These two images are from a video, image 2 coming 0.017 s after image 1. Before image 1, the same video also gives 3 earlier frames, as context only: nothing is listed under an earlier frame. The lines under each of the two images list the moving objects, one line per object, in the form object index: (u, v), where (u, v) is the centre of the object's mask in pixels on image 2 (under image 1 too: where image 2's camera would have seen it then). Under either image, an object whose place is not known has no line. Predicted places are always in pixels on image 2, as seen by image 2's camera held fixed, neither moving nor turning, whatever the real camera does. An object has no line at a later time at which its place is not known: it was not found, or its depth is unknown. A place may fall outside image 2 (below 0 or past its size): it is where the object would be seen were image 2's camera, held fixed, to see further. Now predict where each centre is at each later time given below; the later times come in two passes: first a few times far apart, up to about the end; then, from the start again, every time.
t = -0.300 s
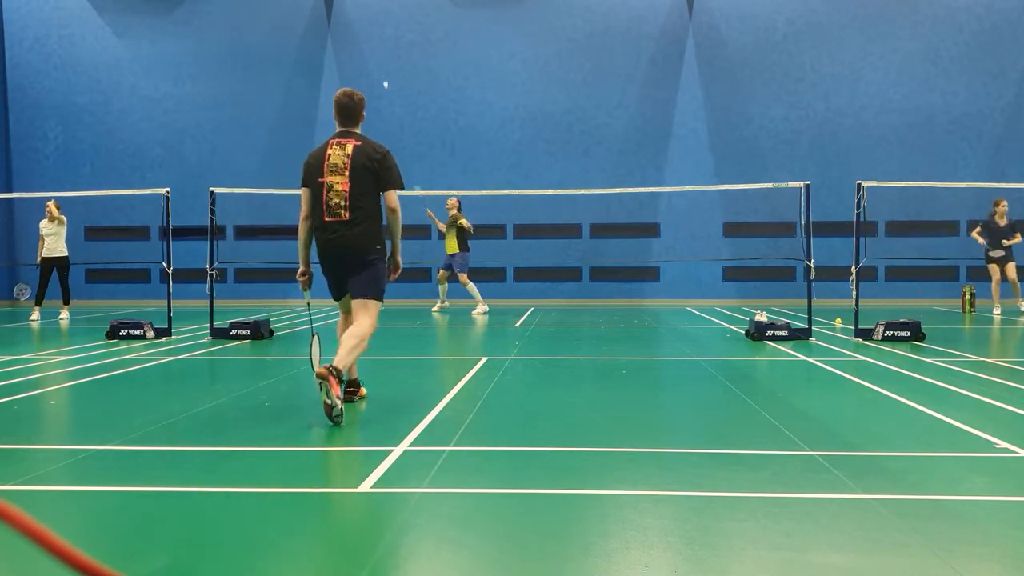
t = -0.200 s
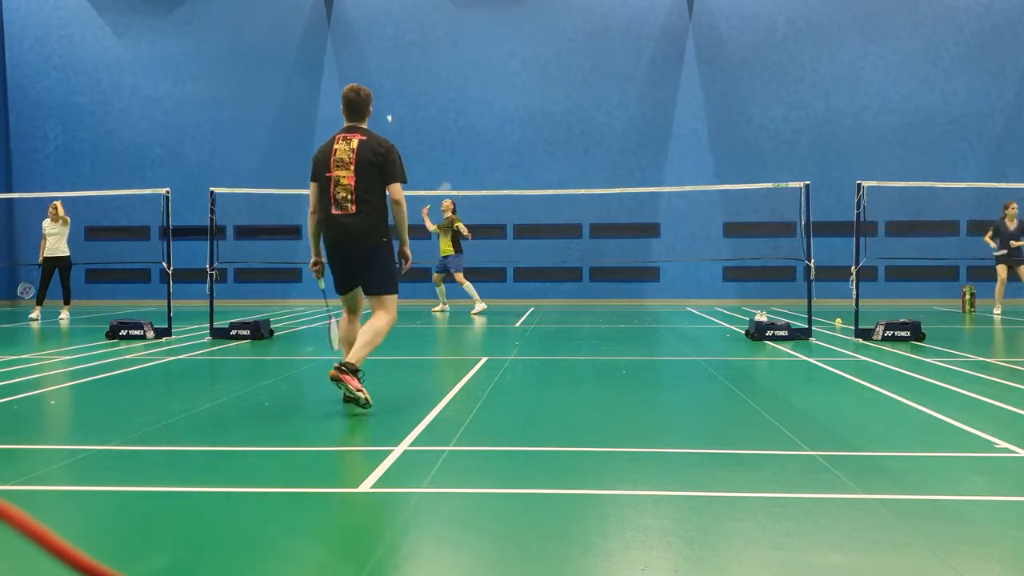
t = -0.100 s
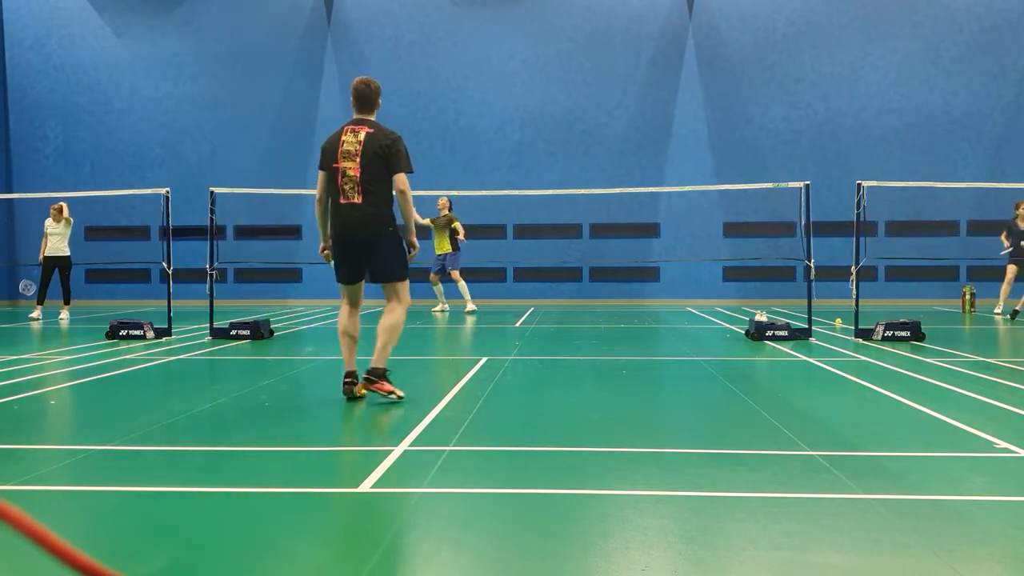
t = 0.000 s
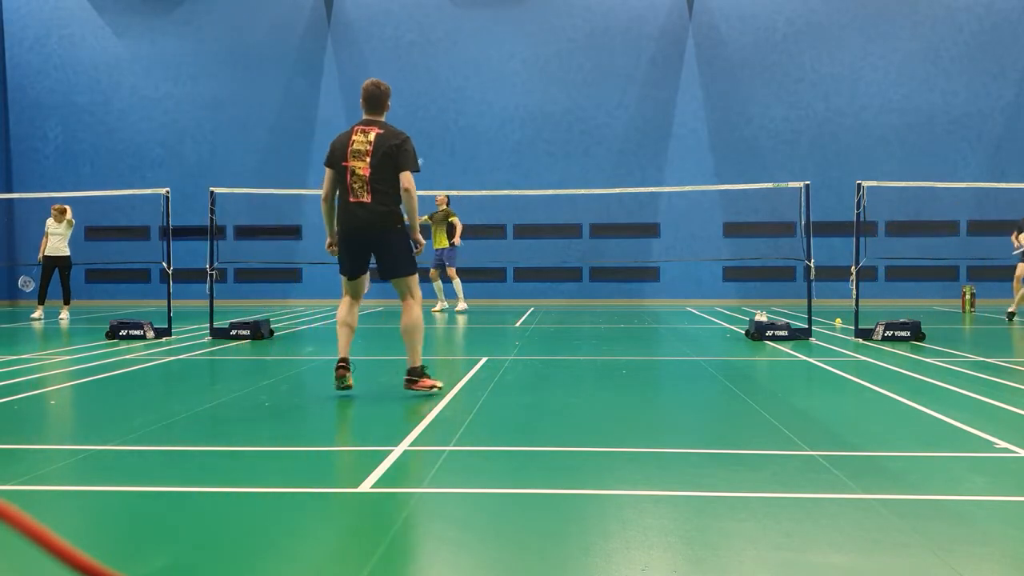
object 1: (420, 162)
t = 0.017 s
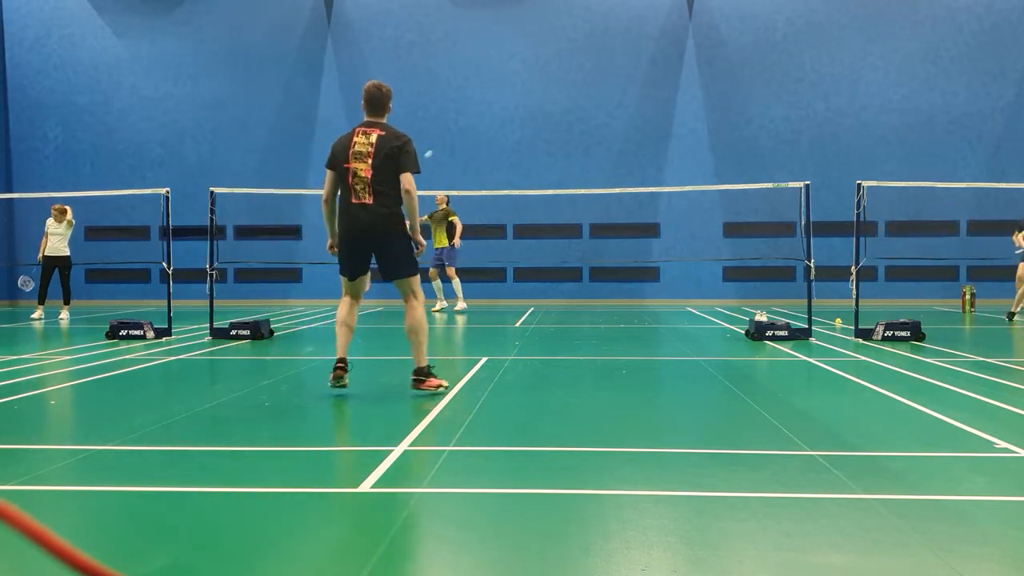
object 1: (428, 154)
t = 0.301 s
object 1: (543, 94)
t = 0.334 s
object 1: (554, 93)
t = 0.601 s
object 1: (631, 118)
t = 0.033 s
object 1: (436, 147)
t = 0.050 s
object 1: (444, 141)
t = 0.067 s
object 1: (452, 136)
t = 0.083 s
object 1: (460, 132)
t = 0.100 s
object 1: (468, 127)
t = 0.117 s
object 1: (475, 123)
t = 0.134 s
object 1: (483, 119)
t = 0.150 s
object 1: (489, 115)
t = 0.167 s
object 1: (496, 111)
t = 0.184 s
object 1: (502, 108)
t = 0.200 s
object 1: (508, 105)
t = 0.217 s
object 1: (515, 103)
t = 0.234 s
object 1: (521, 100)
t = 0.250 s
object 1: (526, 98)
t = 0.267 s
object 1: (532, 97)
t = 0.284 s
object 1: (538, 95)
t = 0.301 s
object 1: (543, 94)
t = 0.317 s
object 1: (549, 93)
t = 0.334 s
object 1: (554, 93)
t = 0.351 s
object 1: (559, 93)
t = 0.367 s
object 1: (564, 92)
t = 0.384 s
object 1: (570, 92)
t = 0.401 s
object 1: (575, 93)
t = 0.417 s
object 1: (580, 93)
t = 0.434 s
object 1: (585, 94)
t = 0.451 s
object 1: (590, 96)
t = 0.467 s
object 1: (594, 97)
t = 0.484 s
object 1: (599, 99)
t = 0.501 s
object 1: (604, 100)
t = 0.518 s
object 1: (608, 103)
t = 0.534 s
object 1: (613, 105)
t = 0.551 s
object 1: (618, 108)
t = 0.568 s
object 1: (622, 111)
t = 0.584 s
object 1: (627, 114)
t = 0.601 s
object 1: (631, 118)
